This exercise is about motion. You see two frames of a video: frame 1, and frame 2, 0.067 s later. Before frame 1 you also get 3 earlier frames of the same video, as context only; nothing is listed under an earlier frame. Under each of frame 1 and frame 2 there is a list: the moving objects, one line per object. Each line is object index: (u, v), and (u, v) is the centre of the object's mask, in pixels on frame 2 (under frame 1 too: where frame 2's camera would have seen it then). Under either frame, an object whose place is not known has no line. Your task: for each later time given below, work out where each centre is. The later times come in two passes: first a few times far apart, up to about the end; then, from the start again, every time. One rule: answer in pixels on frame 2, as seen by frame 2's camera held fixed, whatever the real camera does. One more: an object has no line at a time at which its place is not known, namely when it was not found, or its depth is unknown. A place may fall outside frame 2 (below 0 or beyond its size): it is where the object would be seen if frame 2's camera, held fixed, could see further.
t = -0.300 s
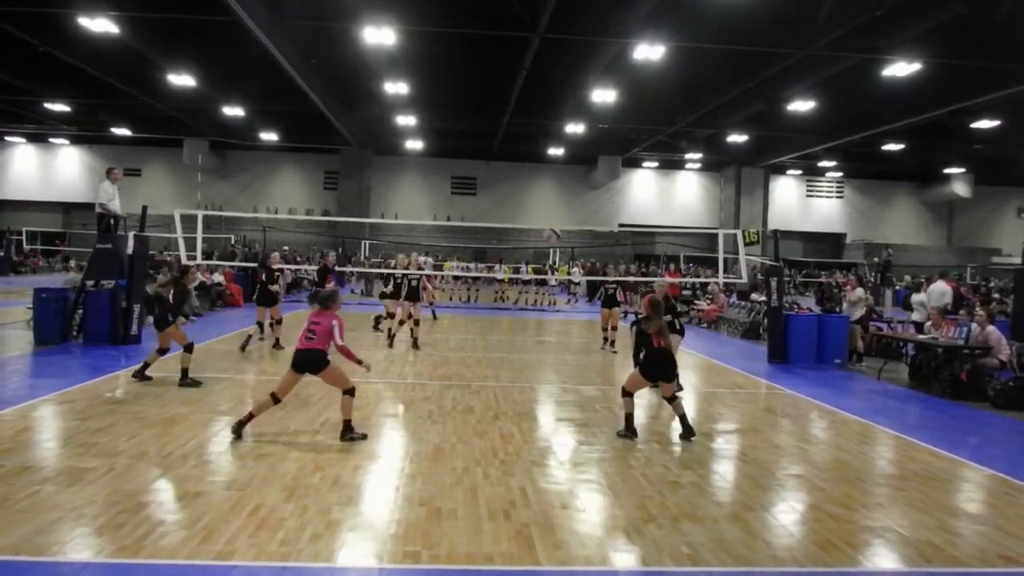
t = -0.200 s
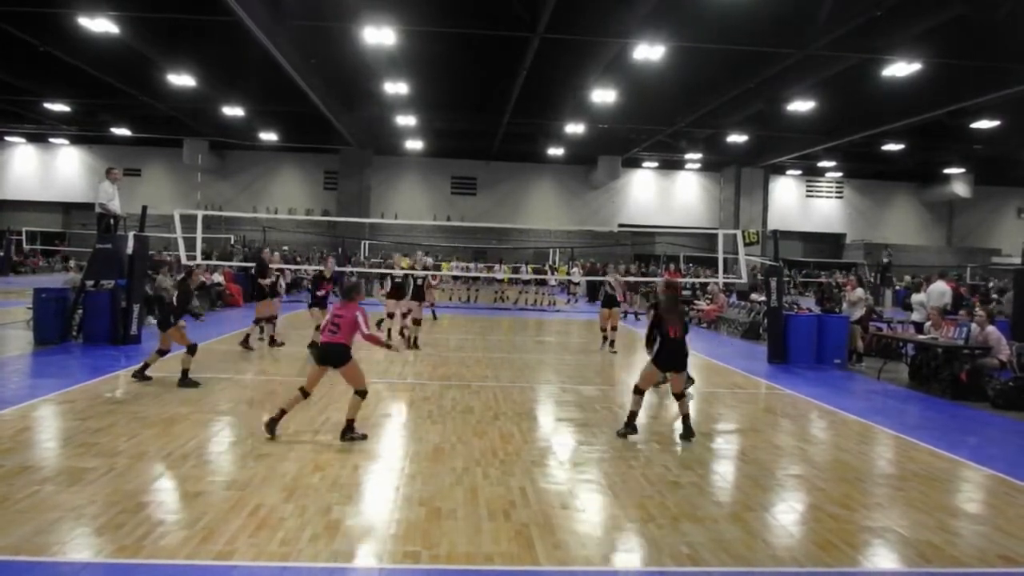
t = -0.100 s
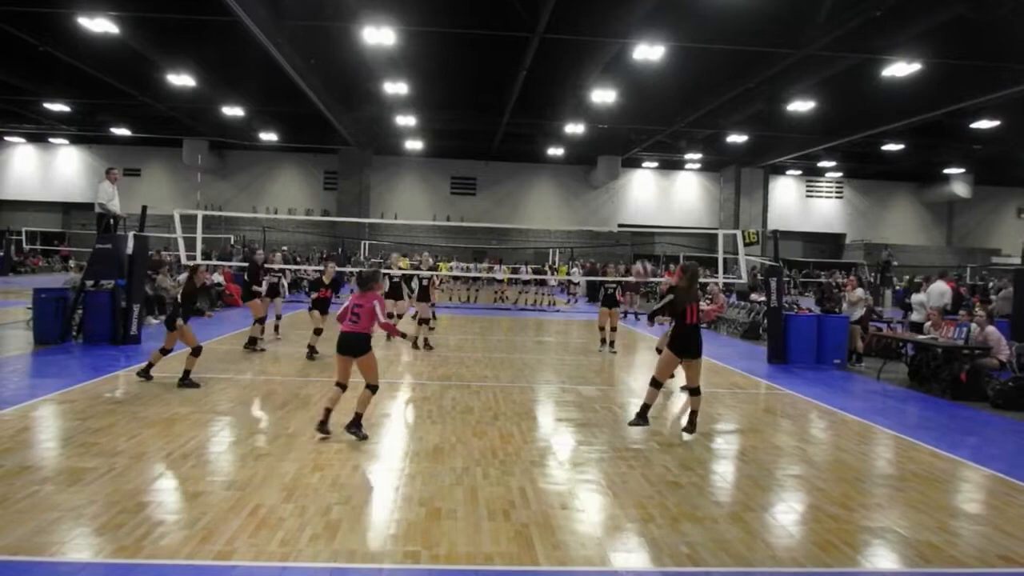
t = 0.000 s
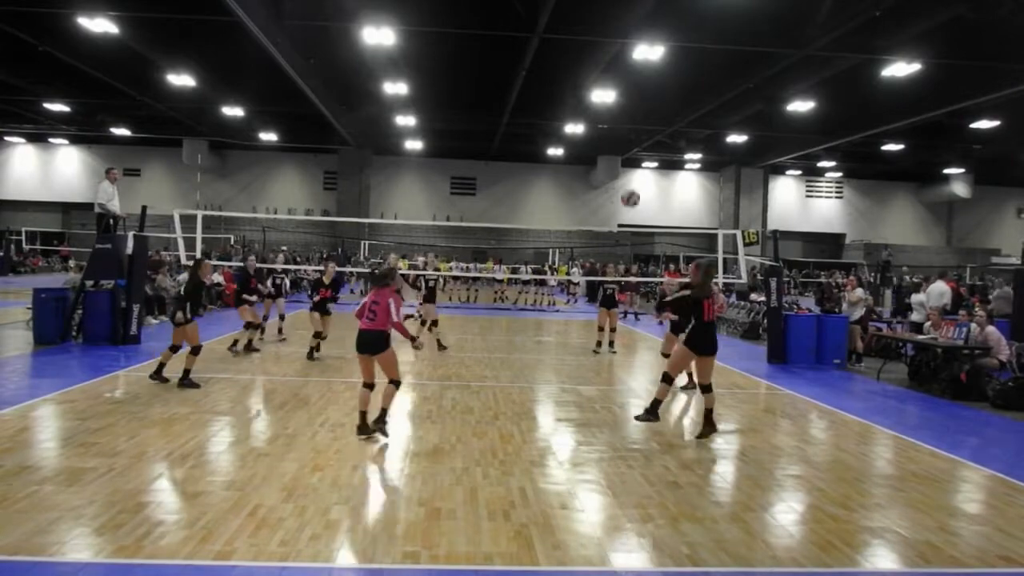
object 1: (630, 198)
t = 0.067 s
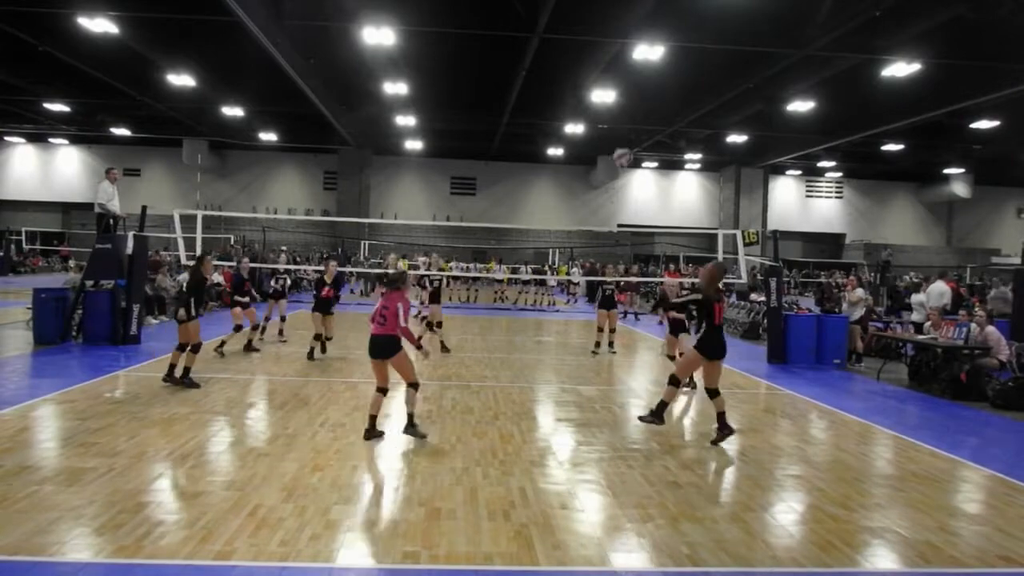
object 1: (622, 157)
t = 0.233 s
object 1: (604, 81)
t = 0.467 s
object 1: (580, 26)
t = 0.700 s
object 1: (557, 18)
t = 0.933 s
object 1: (537, 50)
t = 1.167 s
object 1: (519, 115)
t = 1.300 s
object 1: (509, 164)
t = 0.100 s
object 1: (619, 140)
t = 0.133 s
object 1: (615, 124)
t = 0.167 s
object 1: (611, 110)
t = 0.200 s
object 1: (608, 94)
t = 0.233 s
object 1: (604, 81)
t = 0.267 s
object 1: (600, 70)
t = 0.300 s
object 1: (596, 61)
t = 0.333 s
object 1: (592, 51)
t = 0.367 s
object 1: (589, 43)
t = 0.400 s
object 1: (586, 37)
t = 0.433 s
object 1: (582, 31)
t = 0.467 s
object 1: (580, 26)
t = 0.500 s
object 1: (576, 22)
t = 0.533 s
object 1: (573, 19)
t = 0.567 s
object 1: (570, 17)
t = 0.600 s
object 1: (567, 16)
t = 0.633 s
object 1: (563, 16)
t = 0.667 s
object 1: (560, 17)
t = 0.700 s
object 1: (557, 18)
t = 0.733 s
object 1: (555, 21)
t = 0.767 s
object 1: (551, 24)
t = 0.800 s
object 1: (548, 28)
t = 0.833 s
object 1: (545, 32)
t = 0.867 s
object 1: (543, 38)
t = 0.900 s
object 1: (540, 43)
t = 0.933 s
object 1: (537, 50)
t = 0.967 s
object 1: (535, 57)
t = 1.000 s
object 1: (532, 66)
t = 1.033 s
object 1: (529, 74)
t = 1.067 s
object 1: (526, 84)
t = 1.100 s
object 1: (524, 93)
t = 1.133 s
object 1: (522, 104)
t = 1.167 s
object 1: (519, 115)
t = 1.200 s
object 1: (517, 126)
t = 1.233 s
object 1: (514, 139)
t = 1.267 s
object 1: (512, 151)
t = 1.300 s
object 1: (509, 164)
